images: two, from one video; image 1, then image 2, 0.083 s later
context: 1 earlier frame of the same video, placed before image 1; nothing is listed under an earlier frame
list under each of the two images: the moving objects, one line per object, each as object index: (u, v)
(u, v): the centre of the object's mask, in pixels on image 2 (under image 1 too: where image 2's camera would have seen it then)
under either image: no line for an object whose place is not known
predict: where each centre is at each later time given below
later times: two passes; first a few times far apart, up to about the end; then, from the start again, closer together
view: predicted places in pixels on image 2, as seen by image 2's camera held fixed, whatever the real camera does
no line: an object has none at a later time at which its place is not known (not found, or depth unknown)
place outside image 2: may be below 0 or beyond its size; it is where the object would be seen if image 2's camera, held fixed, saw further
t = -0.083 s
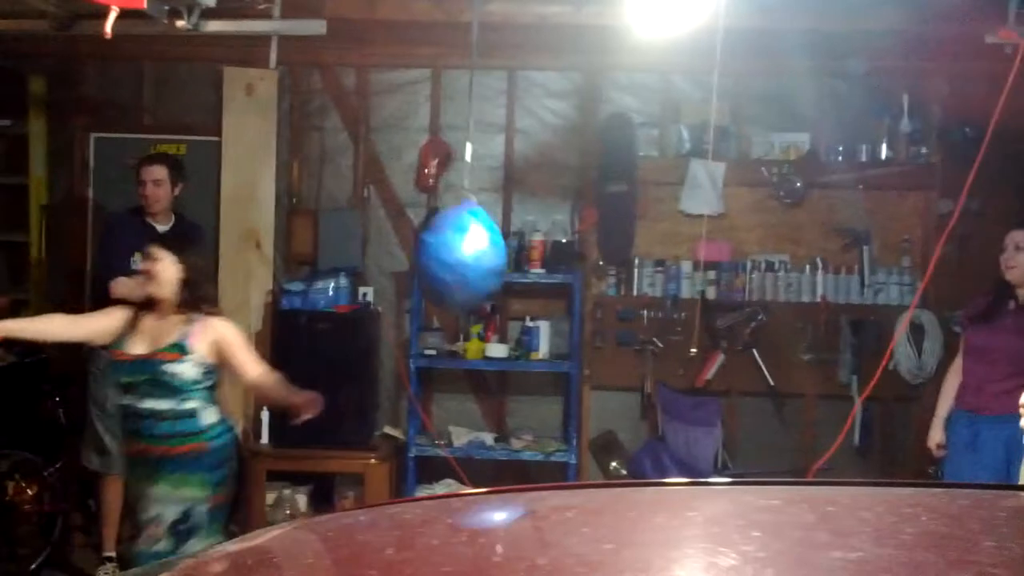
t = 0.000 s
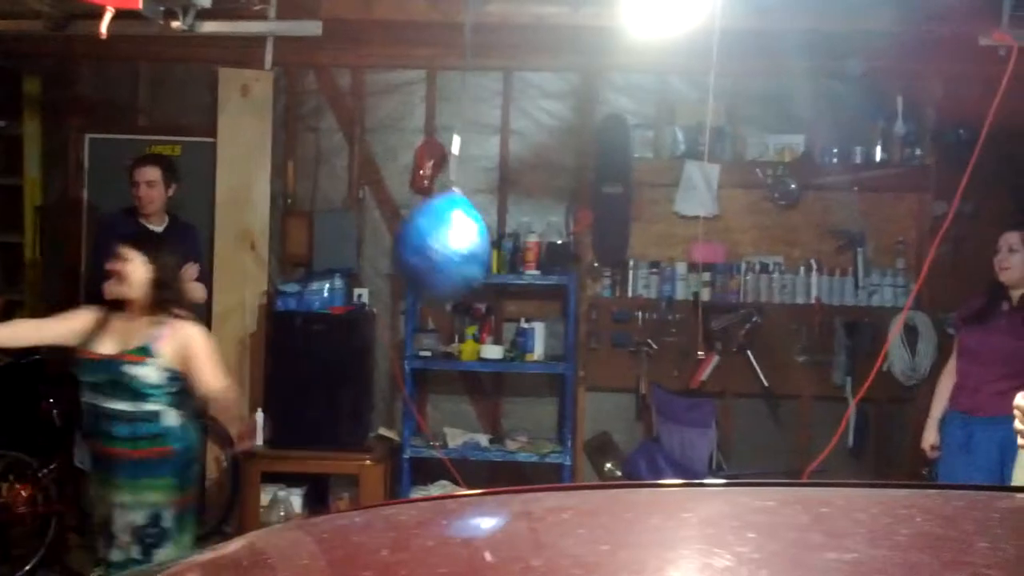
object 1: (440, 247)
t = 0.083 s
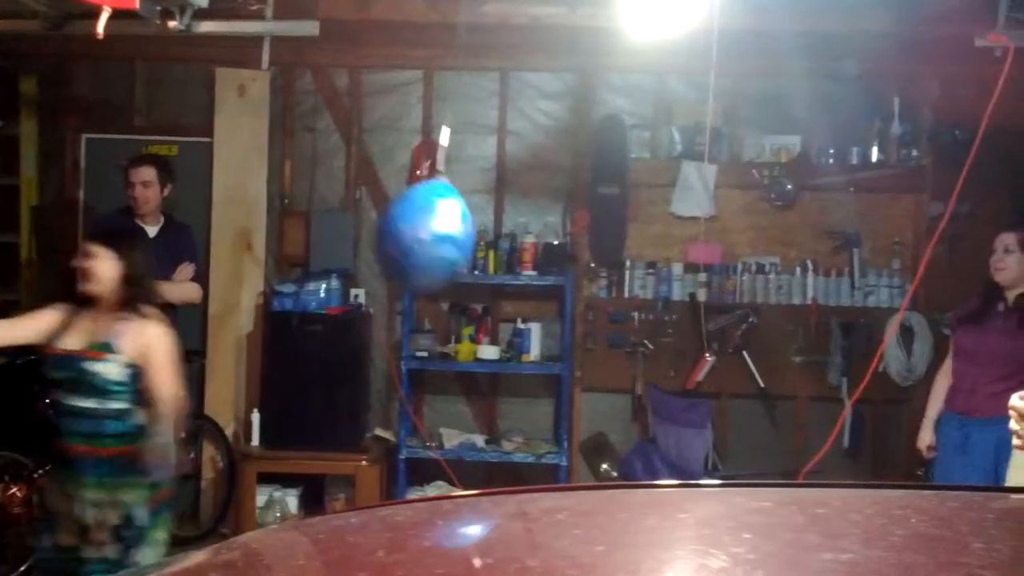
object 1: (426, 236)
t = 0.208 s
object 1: (410, 224)
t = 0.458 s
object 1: (403, 235)
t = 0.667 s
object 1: (423, 258)
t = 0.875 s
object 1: (455, 262)
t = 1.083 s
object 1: (485, 243)
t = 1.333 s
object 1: (505, 228)
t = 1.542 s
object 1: (506, 240)
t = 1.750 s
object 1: (492, 263)
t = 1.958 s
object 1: (458, 265)
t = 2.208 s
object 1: (415, 238)
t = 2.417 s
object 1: (397, 229)
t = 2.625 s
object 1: (403, 246)
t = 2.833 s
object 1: (432, 266)
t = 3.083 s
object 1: (474, 254)
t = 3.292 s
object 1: (499, 236)
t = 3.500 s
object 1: (509, 234)
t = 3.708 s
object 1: (504, 250)
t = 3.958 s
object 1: (470, 266)
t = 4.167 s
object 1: (434, 254)
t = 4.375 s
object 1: (402, 233)
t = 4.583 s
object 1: (392, 235)
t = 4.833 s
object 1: (416, 260)
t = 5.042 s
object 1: (455, 265)
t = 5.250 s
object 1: (489, 247)
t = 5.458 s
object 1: (509, 233)
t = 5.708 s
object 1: (511, 243)
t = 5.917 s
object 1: (492, 262)
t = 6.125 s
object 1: (453, 263)
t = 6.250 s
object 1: (428, 252)
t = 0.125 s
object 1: (420, 231)
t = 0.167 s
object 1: (415, 227)
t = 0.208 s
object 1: (410, 224)
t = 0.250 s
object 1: (406, 223)
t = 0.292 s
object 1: (406, 222)
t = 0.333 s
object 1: (404, 223)
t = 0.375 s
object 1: (402, 226)
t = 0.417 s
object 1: (402, 229)
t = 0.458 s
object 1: (403, 235)
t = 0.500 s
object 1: (405, 240)
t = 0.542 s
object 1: (408, 245)
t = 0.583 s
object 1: (412, 250)
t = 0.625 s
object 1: (417, 255)
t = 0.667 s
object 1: (423, 258)
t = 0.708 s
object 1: (428, 263)
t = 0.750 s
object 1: (435, 265)
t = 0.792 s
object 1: (440, 265)
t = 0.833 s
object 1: (448, 264)
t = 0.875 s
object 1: (455, 262)
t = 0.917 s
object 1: (462, 260)
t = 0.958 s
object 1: (468, 256)
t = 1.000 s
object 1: (473, 252)
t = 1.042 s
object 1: (479, 246)
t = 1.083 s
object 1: (485, 243)
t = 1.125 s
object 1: (489, 238)
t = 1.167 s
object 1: (494, 234)
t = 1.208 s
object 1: (497, 232)
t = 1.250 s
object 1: (501, 230)
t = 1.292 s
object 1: (503, 228)
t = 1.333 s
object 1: (505, 228)
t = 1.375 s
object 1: (506, 228)
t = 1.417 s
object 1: (507, 230)
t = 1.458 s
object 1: (507, 233)
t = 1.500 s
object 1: (507, 235)
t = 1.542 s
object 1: (506, 240)
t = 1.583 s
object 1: (505, 244)
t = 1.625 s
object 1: (503, 249)
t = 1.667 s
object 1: (500, 254)
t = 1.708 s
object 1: (496, 259)
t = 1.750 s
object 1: (492, 263)
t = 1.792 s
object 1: (486, 266)
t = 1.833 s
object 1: (479, 269)
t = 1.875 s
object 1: (473, 270)
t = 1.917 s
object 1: (465, 267)
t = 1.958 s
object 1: (458, 265)
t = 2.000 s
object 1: (450, 262)
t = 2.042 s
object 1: (442, 258)
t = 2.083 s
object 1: (436, 252)
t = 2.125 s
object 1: (428, 247)
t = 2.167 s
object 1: (421, 241)
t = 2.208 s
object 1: (415, 238)
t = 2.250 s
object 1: (410, 234)
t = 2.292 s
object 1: (405, 231)
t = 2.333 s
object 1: (401, 229)
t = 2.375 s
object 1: (399, 228)
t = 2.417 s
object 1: (397, 229)
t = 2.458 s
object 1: (396, 231)
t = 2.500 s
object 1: (396, 234)
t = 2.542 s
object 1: (397, 238)
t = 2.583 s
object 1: (400, 242)
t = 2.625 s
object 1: (403, 246)
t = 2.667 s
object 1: (407, 251)
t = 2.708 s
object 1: (412, 256)
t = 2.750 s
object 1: (418, 260)
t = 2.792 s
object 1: (426, 264)
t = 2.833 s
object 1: (432, 266)
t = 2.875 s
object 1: (441, 265)
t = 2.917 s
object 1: (449, 265)
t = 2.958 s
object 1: (455, 264)
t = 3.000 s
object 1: (461, 262)
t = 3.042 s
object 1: (469, 258)
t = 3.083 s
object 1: (474, 254)
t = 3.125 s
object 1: (482, 250)
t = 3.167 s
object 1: (486, 246)
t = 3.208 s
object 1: (490, 243)
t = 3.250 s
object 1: (494, 239)
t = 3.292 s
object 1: (499, 236)
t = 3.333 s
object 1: (501, 234)
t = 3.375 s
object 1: (505, 233)
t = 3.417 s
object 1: (508, 231)
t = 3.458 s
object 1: (509, 232)
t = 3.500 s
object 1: (509, 234)
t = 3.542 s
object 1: (509, 236)
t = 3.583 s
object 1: (509, 238)
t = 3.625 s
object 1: (509, 242)
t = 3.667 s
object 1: (507, 245)
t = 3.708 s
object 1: (504, 250)
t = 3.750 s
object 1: (501, 255)
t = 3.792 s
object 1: (495, 259)
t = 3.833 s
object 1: (491, 263)
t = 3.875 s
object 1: (486, 265)
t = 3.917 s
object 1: (478, 267)
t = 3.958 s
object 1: (470, 266)
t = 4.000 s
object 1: (465, 267)
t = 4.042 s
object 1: (456, 265)
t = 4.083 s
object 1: (448, 263)
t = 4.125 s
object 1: (440, 259)
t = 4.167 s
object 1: (434, 254)
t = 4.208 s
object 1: (426, 248)
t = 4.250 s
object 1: (419, 243)
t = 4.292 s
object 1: (413, 239)
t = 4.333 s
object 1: (408, 236)
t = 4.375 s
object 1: (402, 233)
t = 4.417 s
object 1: (397, 230)
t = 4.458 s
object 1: (394, 229)
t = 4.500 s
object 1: (392, 230)
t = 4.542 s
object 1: (392, 231)
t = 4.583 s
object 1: (392, 235)
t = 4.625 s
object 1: (394, 238)
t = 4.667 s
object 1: (397, 242)
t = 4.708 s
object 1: (401, 246)
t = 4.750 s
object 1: (405, 251)
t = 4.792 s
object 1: (411, 256)
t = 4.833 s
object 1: (416, 260)
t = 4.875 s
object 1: (426, 263)
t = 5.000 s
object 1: (450, 264)
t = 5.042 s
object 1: (455, 265)
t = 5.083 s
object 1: (461, 262)
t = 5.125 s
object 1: (467, 259)
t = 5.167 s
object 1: (476, 258)
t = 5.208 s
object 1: (482, 252)
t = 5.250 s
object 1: (489, 247)
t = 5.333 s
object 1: (500, 238)
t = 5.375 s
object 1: (503, 237)
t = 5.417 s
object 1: (506, 235)
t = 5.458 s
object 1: (509, 233)
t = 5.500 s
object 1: (510, 234)
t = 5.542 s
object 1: (511, 234)
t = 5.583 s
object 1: (512, 236)
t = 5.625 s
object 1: (512, 237)
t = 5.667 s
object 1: (512, 239)
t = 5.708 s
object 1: (511, 243)
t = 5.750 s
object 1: (509, 247)
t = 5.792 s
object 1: (506, 251)
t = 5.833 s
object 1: (502, 255)
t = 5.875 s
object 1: (497, 261)
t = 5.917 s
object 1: (492, 262)
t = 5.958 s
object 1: (484, 265)
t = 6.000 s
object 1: (476, 265)
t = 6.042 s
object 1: (468, 266)
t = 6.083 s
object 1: (461, 266)
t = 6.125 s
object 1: (453, 263)
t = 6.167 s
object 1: (445, 260)
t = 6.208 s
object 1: (437, 257)
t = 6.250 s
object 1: (428, 252)
